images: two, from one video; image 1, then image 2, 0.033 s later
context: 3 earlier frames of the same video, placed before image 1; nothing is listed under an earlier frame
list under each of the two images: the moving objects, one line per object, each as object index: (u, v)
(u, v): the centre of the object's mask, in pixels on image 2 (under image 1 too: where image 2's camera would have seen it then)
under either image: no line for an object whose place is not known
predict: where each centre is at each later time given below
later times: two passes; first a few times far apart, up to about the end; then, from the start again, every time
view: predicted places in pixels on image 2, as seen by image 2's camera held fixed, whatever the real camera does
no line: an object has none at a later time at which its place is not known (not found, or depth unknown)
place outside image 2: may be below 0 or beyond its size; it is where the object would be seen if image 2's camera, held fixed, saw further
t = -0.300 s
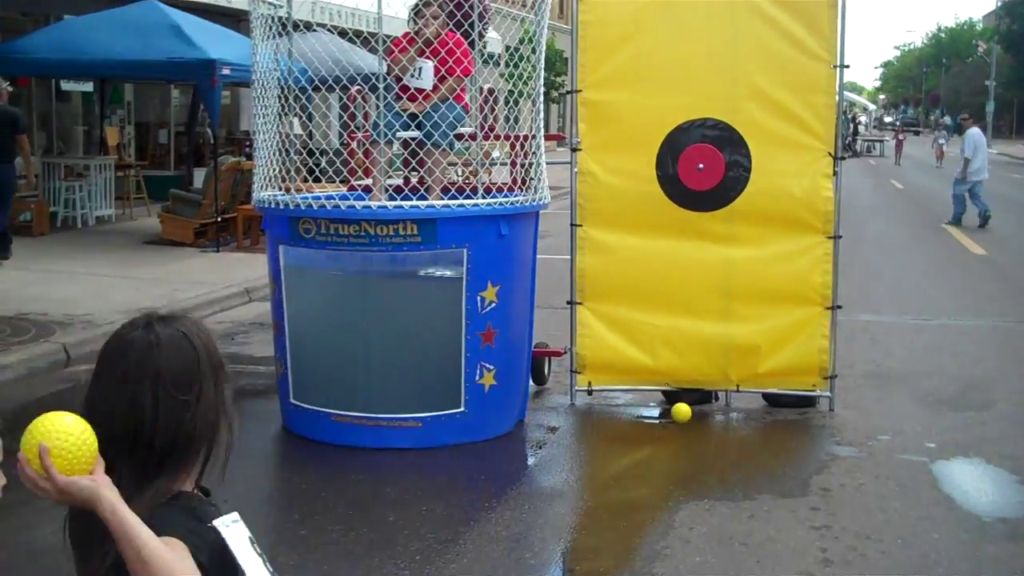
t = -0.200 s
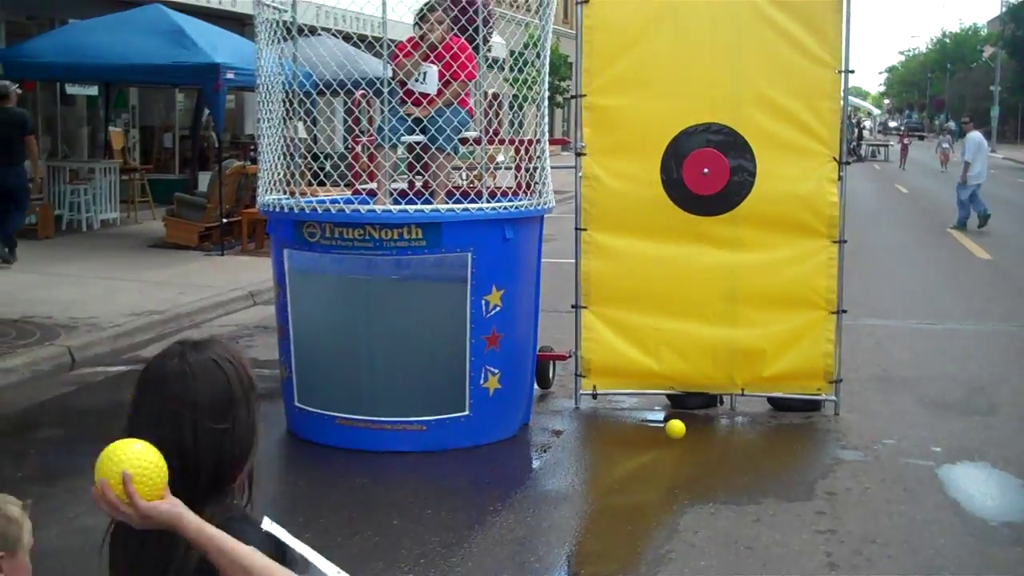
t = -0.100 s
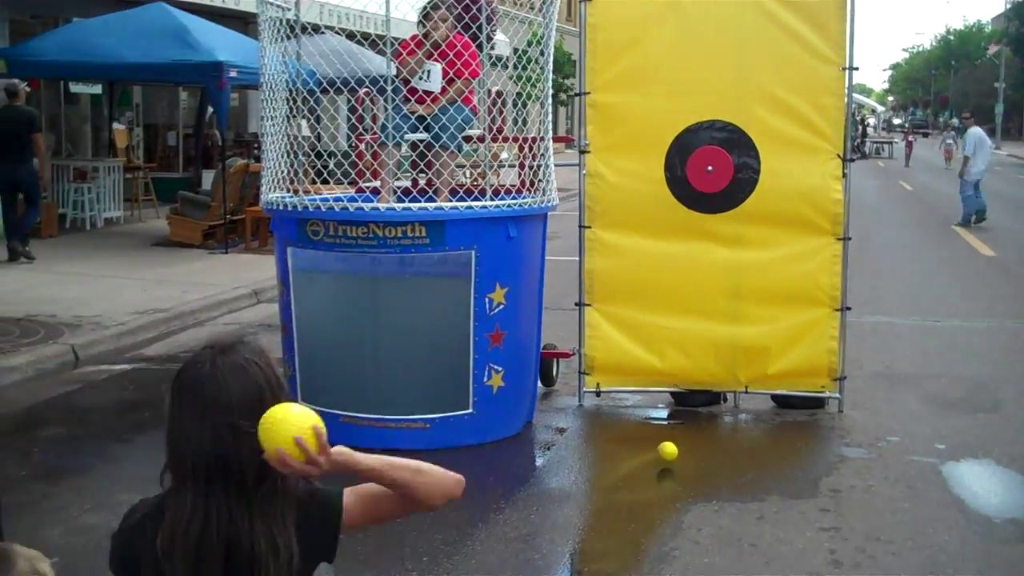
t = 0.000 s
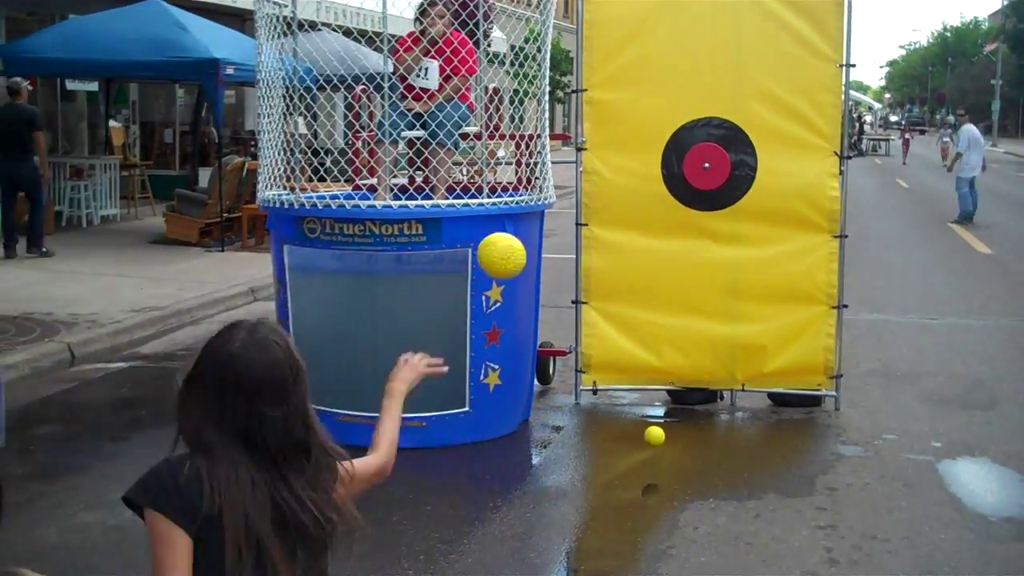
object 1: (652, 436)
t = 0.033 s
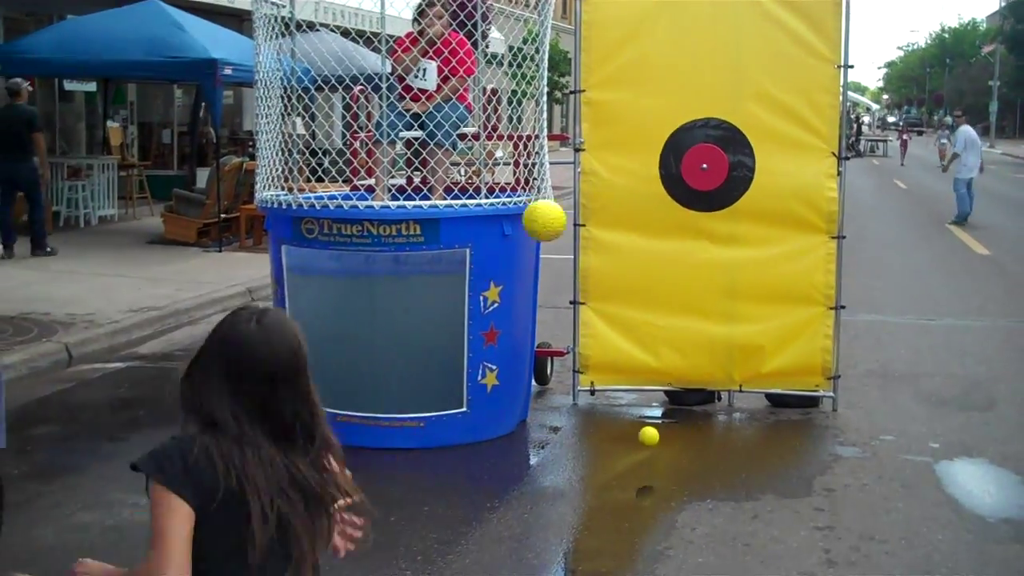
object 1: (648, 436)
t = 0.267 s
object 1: (625, 450)
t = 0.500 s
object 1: (603, 462)
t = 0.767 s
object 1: (577, 472)
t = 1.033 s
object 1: (552, 480)
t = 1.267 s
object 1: (527, 485)
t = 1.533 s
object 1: (497, 492)
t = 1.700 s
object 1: (477, 494)
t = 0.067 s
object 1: (645, 438)
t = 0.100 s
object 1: (642, 442)
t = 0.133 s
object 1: (638, 449)
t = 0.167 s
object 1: (634, 458)
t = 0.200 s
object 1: (632, 453)
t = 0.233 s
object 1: (629, 450)
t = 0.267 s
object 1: (625, 450)
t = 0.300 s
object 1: (622, 451)
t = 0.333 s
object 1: (619, 455)
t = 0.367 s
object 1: (616, 461)
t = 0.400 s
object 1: (612, 460)
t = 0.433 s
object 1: (609, 459)
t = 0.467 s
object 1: (606, 459)
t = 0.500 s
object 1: (603, 462)
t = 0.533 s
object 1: (599, 467)
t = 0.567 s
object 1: (597, 464)
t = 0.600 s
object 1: (593, 465)
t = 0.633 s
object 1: (590, 467)
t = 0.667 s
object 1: (587, 469)
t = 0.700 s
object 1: (584, 469)
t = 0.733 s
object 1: (581, 471)
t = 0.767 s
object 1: (577, 472)
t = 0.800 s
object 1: (574, 474)
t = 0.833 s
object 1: (571, 474)
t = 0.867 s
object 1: (568, 475)
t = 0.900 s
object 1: (565, 476)
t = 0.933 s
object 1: (562, 477)
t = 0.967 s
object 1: (558, 478)
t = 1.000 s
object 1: (555, 478)
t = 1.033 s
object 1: (552, 480)
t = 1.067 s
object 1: (548, 480)
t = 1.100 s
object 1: (545, 481)
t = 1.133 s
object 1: (541, 482)
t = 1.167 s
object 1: (538, 483)
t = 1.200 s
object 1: (535, 484)
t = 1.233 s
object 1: (531, 484)
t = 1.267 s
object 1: (527, 485)
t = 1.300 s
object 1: (524, 486)
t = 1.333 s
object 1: (520, 487)
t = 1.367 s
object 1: (517, 488)
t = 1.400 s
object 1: (513, 488)
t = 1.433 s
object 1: (509, 489)
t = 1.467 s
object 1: (505, 490)
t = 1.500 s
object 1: (501, 491)
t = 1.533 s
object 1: (497, 492)
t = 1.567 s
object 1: (493, 492)
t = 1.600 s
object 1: (489, 493)
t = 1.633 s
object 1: (485, 493)
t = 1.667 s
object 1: (481, 494)
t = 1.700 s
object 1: (477, 494)
